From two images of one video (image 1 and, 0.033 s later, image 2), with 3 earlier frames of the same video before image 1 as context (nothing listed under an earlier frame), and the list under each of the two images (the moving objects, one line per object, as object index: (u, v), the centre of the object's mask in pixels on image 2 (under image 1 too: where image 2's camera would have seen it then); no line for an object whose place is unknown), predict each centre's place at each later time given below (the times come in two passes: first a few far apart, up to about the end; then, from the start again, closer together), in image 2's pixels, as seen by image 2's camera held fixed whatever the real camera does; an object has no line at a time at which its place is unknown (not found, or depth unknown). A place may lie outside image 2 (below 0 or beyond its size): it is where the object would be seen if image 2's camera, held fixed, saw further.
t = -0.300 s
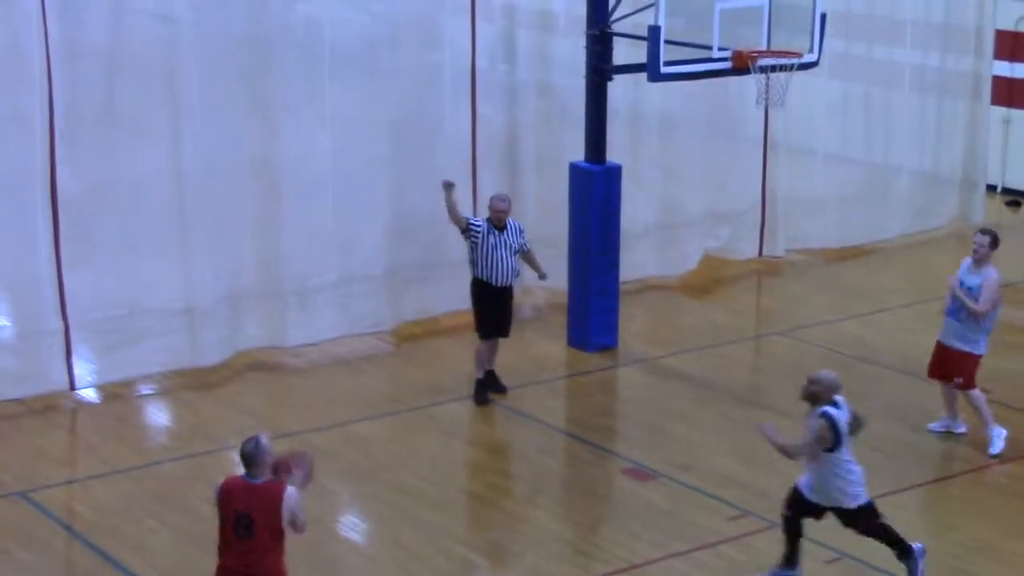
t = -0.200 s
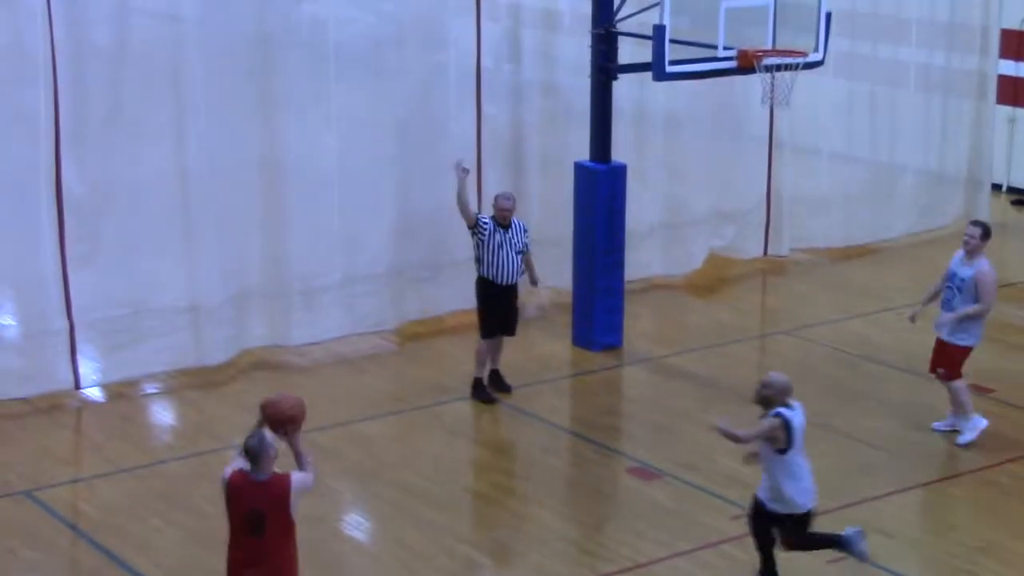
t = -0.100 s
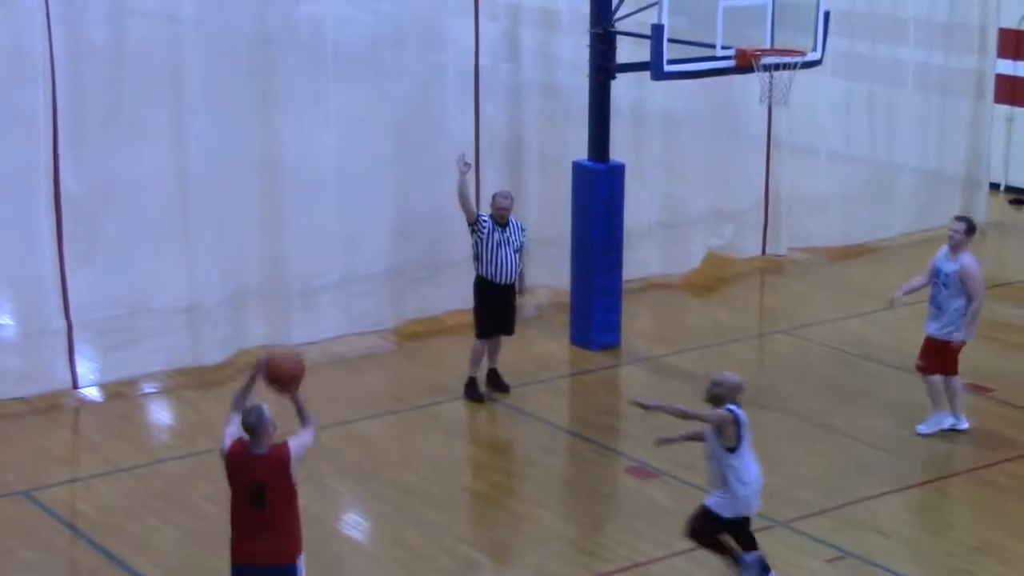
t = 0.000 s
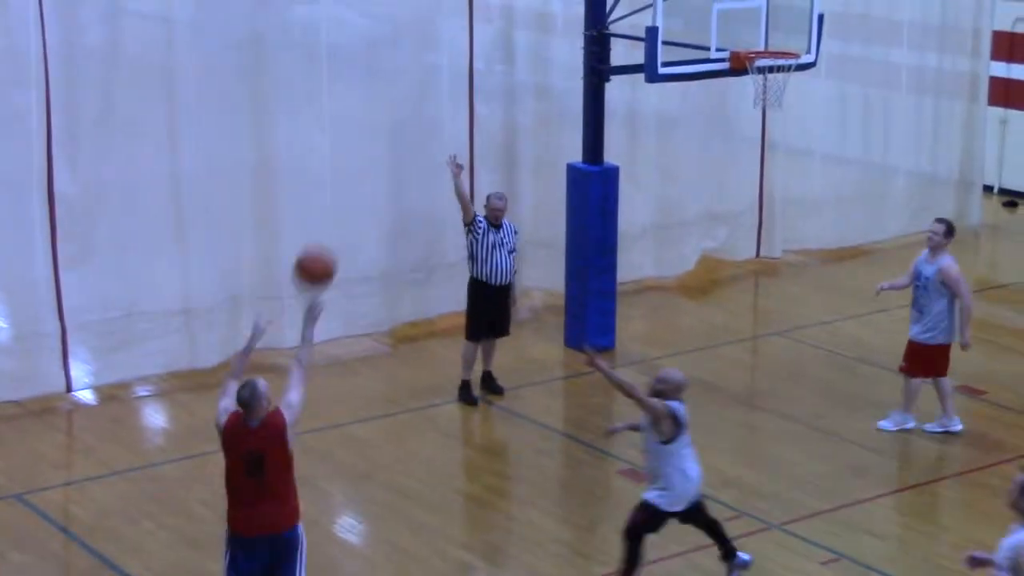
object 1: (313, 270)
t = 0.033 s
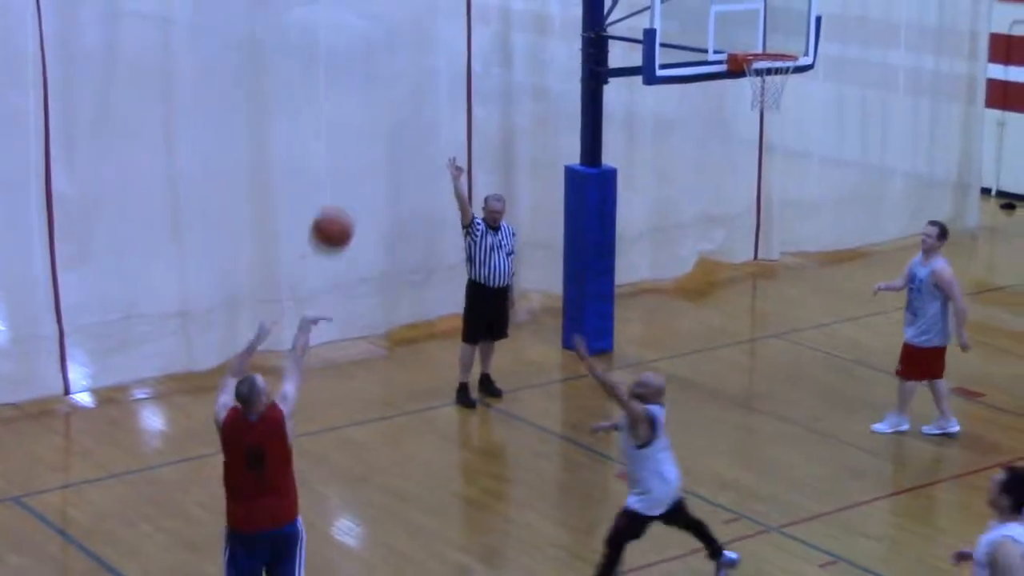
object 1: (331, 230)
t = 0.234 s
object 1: (437, 38)
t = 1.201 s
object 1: (777, 48)
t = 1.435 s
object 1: (691, 46)
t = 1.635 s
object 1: (607, 101)
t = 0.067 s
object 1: (350, 192)
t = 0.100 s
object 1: (368, 156)
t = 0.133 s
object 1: (386, 124)
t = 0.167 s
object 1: (404, 93)
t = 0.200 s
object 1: (420, 64)
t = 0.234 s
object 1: (437, 38)
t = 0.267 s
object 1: (453, 15)
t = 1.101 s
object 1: (757, 2)
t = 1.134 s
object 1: (766, 19)
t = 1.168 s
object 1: (774, 37)
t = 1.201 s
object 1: (777, 48)
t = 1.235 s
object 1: (765, 44)
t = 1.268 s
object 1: (753, 41)
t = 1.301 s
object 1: (741, 39)
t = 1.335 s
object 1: (729, 39)
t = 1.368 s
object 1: (716, 40)
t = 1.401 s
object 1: (704, 42)
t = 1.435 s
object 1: (691, 46)
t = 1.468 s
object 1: (678, 51)
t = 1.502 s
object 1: (663, 57)
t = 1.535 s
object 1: (651, 67)
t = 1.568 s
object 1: (636, 76)
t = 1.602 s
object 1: (622, 87)
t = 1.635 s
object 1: (607, 101)
